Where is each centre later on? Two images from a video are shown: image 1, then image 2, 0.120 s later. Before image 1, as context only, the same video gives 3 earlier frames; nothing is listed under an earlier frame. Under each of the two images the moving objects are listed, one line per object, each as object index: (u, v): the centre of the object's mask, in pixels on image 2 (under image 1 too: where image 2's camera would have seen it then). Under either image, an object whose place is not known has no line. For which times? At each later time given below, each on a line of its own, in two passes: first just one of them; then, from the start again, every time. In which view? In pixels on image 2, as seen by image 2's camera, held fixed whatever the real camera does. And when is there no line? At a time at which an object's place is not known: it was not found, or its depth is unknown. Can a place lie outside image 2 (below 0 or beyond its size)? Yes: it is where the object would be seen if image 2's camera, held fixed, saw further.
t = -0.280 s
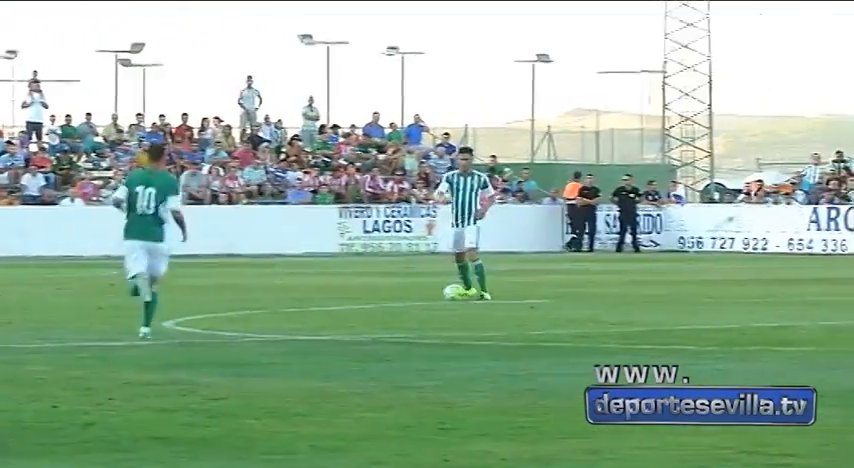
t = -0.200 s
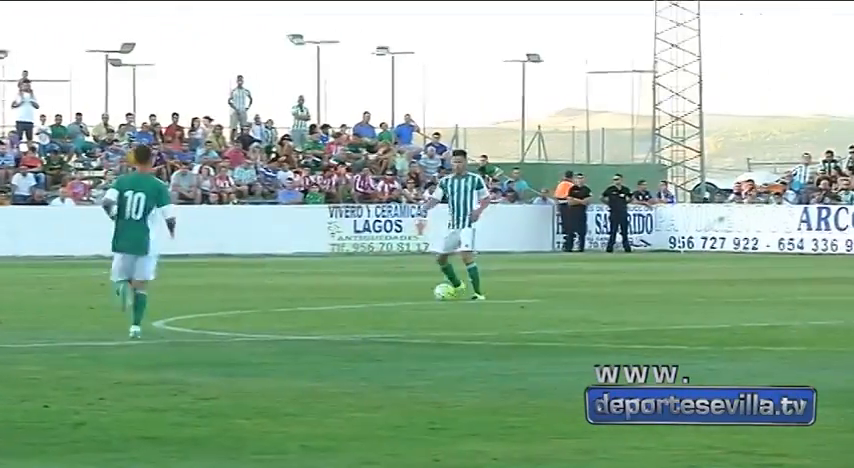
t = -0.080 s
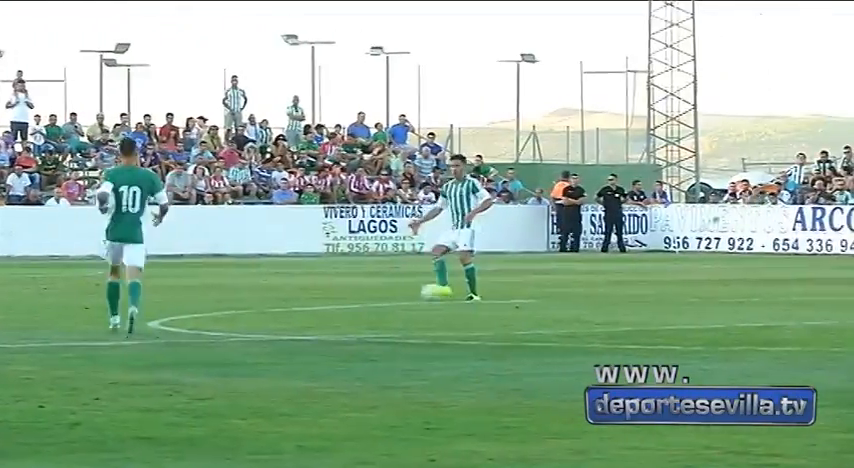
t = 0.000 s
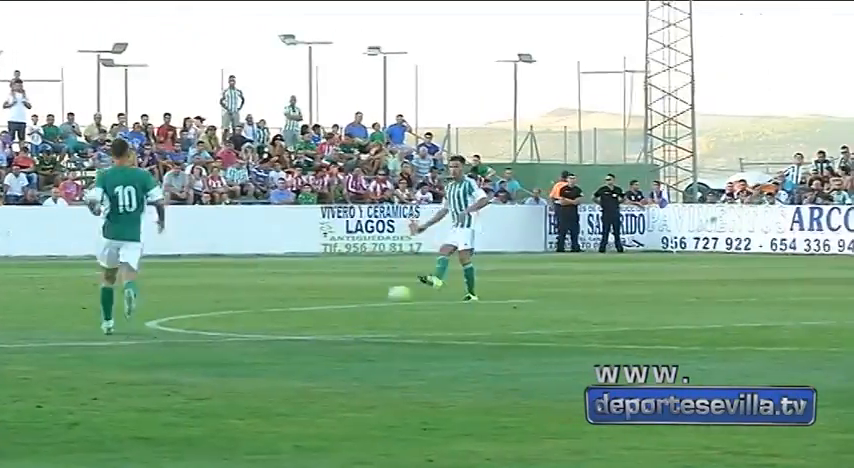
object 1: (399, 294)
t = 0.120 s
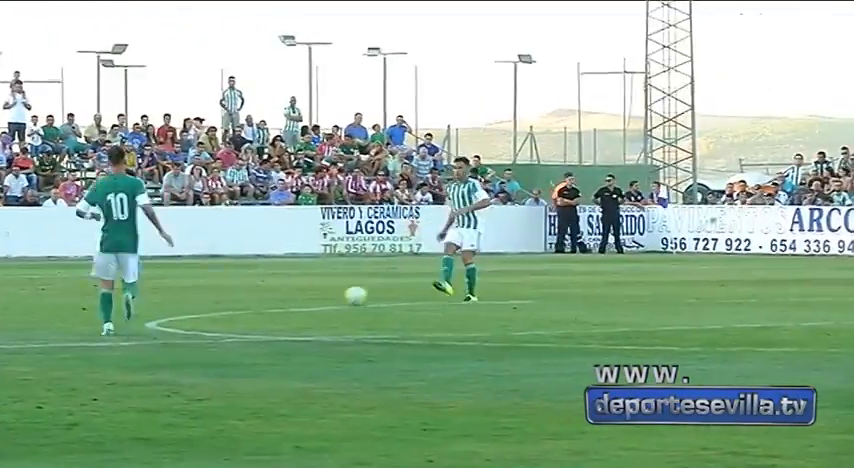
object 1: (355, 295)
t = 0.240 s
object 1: (312, 300)
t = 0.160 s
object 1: (341, 297)
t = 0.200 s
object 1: (325, 300)
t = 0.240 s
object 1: (312, 300)
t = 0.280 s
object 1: (299, 301)
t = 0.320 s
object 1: (287, 301)
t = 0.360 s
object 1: (275, 302)
